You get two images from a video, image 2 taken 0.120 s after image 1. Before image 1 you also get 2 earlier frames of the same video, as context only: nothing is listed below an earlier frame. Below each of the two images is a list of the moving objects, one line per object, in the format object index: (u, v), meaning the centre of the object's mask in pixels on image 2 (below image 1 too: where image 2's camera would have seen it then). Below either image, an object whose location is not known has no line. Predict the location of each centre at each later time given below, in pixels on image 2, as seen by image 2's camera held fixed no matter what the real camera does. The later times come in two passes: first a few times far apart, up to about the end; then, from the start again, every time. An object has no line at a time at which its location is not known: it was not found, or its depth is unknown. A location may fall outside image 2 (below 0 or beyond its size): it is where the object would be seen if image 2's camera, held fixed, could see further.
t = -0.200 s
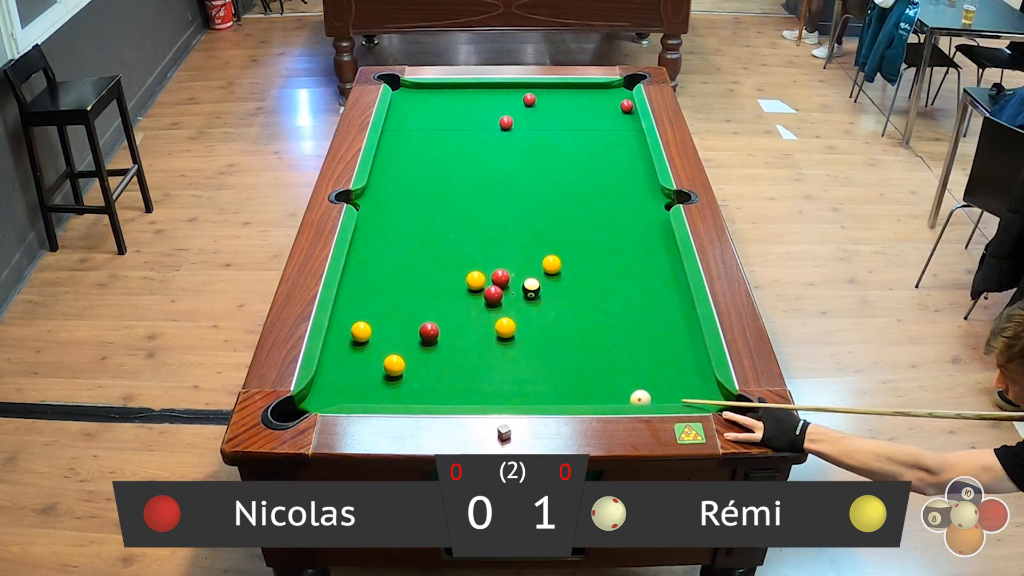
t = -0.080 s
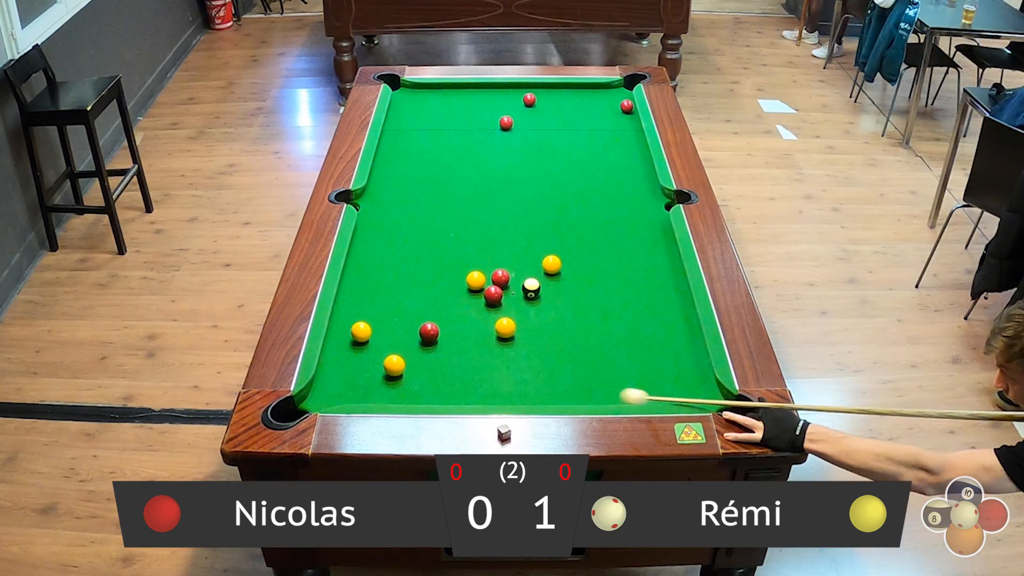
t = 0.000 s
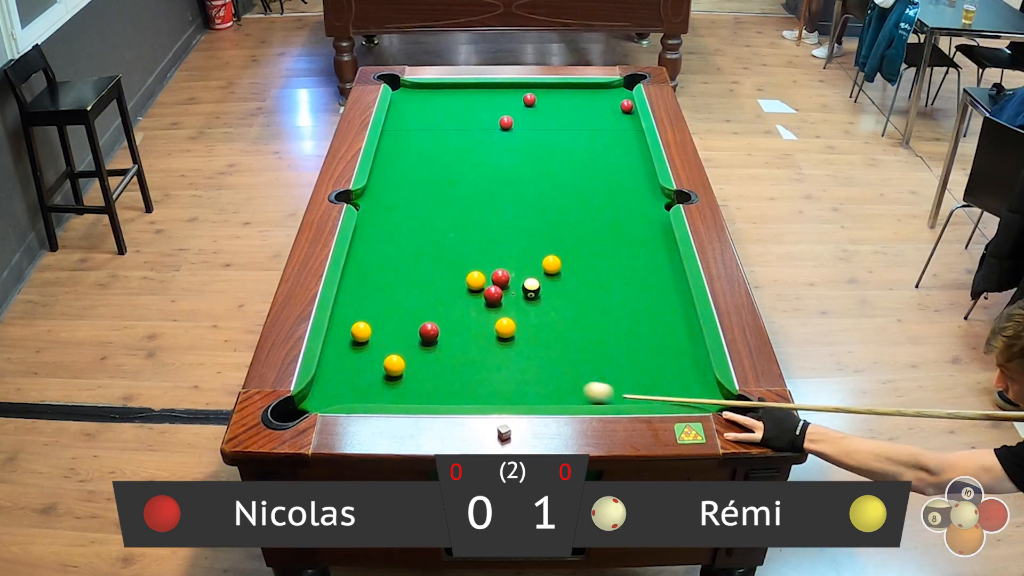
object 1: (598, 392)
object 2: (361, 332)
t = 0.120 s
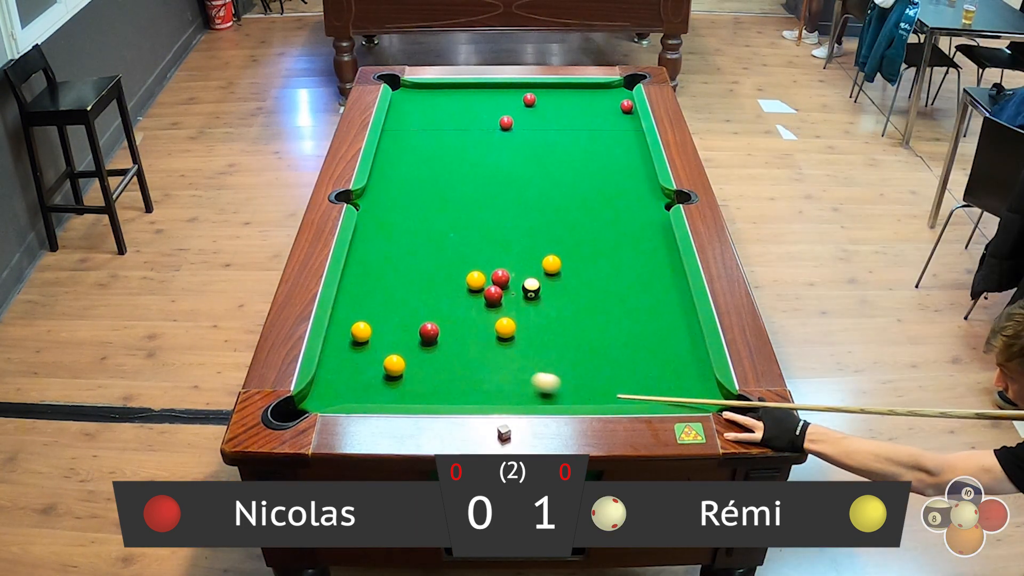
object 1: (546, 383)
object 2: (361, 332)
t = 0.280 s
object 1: (478, 370)
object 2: (361, 332)
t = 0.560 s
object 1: (385, 341)
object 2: (361, 332)
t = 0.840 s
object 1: (379, 323)
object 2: (351, 320)
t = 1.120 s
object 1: (393, 309)
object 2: (365, 312)
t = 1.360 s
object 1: (409, 298)
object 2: (370, 306)
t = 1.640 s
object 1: (424, 287)
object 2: (375, 301)
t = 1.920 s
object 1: (437, 277)
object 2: (379, 297)
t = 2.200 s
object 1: (447, 270)
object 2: (381, 295)
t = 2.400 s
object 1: (453, 265)
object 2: (381, 294)
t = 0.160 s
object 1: (529, 380)
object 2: (361, 332)
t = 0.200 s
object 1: (512, 376)
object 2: (361, 332)
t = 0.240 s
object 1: (495, 373)
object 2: (361, 332)
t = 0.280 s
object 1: (478, 370)
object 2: (361, 332)
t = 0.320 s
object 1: (462, 367)
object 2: (361, 332)
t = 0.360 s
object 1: (446, 364)
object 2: (361, 332)
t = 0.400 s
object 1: (430, 361)
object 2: (361, 332)
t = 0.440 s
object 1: (415, 358)
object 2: (361, 332)
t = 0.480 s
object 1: (404, 352)
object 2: (361, 332)
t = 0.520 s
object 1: (395, 347)
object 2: (361, 332)
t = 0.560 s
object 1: (385, 341)
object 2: (361, 332)
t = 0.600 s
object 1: (378, 337)
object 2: (359, 330)
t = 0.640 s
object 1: (379, 335)
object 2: (351, 328)
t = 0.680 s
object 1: (379, 333)
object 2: (344, 326)
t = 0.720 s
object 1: (379, 330)
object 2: (339, 324)
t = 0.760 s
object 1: (379, 328)
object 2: (342, 323)
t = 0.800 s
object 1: (379, 326)
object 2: (346, 321)
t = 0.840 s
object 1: (379, 323)
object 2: (351, 320)
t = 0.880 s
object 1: (379, 321)
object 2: (355, 319)
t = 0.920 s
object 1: (379, 319)
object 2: (359, 318)
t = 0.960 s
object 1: (382, 317)
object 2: (360, 316)
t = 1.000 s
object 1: (385, 315)
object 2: (361, 315)
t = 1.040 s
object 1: (388, 313)
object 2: (363, 314)
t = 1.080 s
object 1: (391, 311)
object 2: (364, 313)
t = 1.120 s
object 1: (393, 309)
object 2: (365, 312)
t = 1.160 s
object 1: (396, 307)
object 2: (366, 311)
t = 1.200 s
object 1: (399, 305)
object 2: (367, 310)
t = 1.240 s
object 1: (401, 303)
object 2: (367, 309)
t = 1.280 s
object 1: (404, 302)
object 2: (368, 308)
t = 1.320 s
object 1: (406, 300)
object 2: (369, 307)
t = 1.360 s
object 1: (409, 298)
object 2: (370, 306)
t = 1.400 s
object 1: (411, 296)
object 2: (371, 305)
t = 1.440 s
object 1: (414, 295)
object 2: (372, 305)
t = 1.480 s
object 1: (416, 293)
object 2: (373, 304)
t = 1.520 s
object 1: (418, 292)
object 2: (373, 303)
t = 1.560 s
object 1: (420, 290)
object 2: (374, 302)
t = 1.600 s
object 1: (422, 288)
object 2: (375, 301)
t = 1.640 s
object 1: (424, 287)
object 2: (375, 301)
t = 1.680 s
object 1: (426, 286)
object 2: (376, 300)
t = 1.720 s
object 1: (428, 284)
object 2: (376, 300)
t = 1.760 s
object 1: (430, 283)
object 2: (377, 299)
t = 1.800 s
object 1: (431, 281)
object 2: (378, 298)
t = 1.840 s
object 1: (433, 280)
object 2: (378, 298)
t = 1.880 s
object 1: (435, 278)
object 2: (378, 297)
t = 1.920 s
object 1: (437, 277)
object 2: (379, 297)
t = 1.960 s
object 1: (438, 276)
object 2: (379, 297)
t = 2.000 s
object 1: (440, 275)
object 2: (380, 296)
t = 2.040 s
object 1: (441, 274)
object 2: (380, 296)
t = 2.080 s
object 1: (443, 273)
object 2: (380, 295)
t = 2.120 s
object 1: (444, 272)
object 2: (381, 295)
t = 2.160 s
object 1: (446, 271)
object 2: (381, 295)
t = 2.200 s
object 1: (447, 270)
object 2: (381, 295)
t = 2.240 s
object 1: (448, 269)
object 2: (381, 294)
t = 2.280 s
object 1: (450, 268)
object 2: (381, 294)
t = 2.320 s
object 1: (451, 267)
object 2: (381, 294)
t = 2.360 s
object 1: (452, 266)
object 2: (381, 294)
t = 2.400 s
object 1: (453, 265)
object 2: (381, 294)
